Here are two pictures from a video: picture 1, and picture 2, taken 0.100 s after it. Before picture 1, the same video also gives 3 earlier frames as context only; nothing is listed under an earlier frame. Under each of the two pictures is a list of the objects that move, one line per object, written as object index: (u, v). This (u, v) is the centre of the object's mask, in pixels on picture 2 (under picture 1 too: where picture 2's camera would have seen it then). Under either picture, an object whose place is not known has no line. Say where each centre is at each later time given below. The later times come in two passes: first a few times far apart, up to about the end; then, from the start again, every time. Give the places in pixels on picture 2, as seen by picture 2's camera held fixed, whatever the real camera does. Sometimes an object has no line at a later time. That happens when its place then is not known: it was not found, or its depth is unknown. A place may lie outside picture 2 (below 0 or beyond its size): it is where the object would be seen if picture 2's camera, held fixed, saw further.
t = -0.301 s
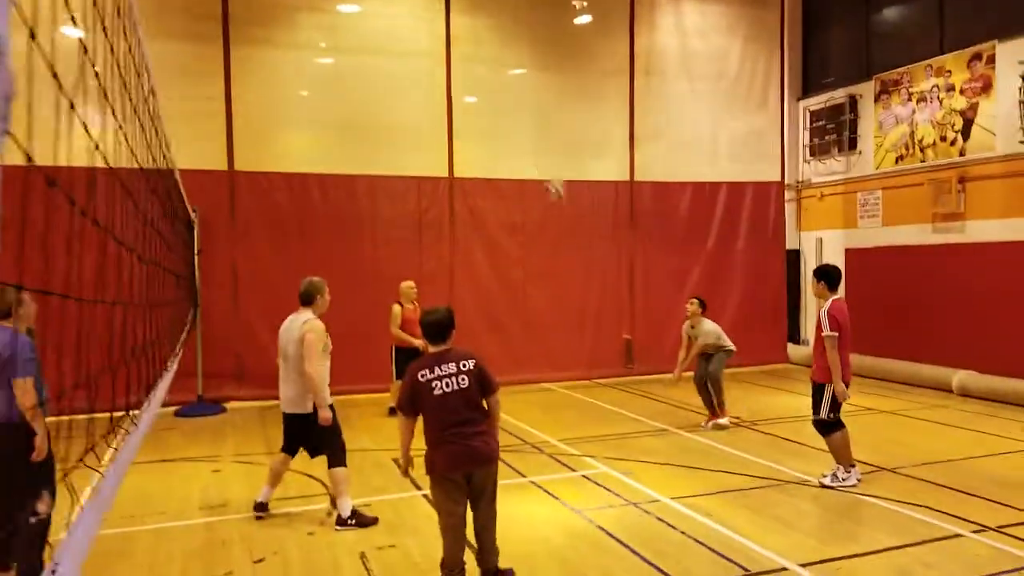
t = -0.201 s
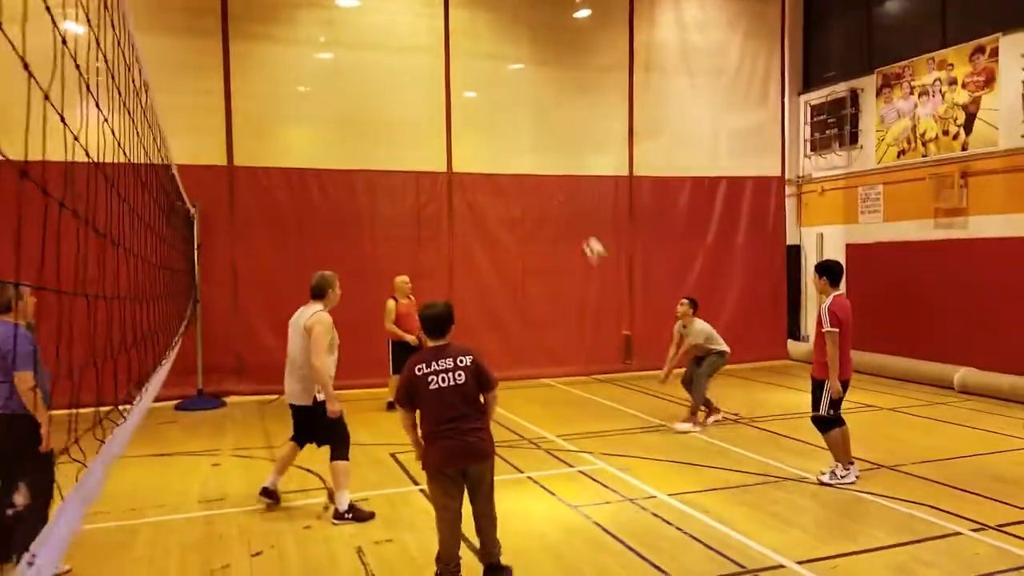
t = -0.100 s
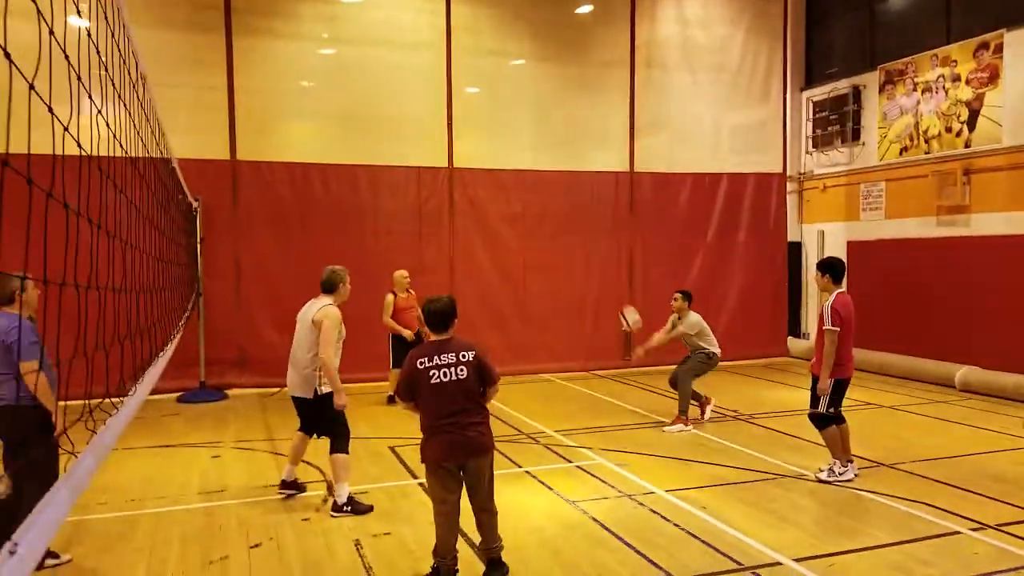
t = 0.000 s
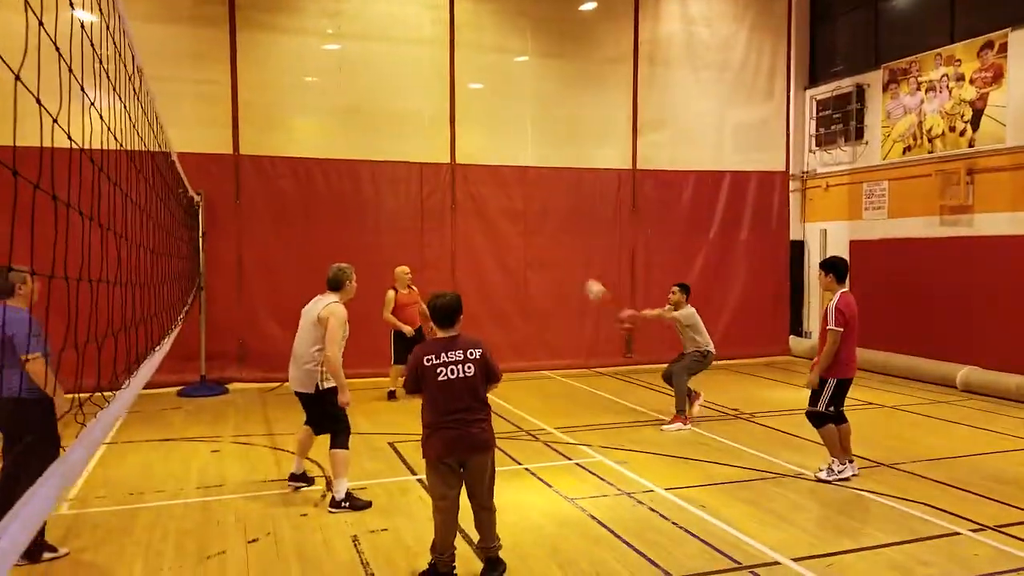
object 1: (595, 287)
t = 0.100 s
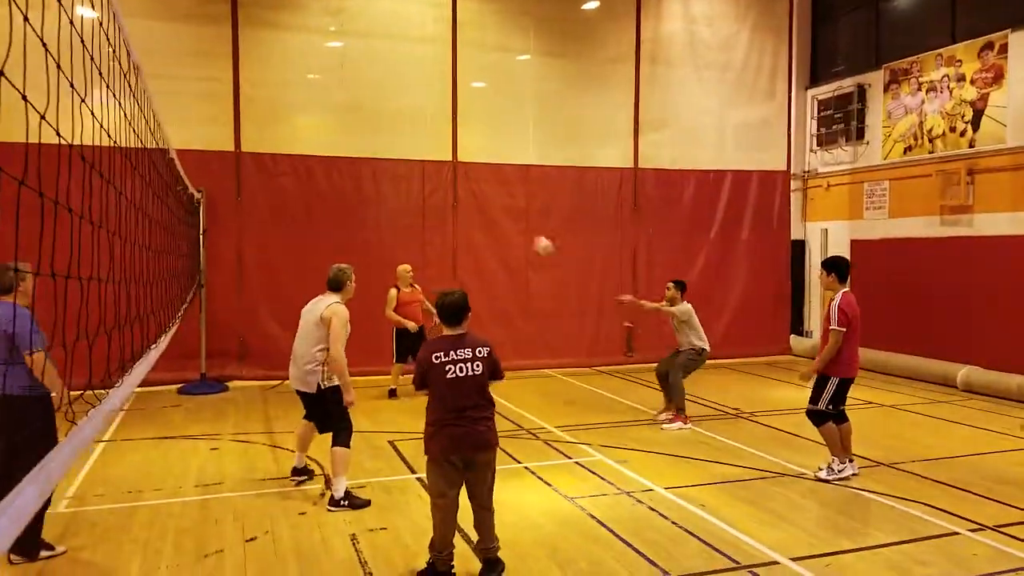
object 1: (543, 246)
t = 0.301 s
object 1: (451, 196)
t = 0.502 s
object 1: (370, 182)
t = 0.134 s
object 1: (526, 234)
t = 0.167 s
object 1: (510, 223)
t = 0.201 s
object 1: (494, 215)
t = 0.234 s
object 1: (479, 207)
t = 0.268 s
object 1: (464, 199)
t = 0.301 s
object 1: (451, 196)
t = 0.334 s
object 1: (437, 193)
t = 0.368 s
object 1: (423, 188)
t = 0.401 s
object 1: (410, 185)
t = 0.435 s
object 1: (396, 183)
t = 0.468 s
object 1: (382, 181)
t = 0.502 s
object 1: (370, 182)
